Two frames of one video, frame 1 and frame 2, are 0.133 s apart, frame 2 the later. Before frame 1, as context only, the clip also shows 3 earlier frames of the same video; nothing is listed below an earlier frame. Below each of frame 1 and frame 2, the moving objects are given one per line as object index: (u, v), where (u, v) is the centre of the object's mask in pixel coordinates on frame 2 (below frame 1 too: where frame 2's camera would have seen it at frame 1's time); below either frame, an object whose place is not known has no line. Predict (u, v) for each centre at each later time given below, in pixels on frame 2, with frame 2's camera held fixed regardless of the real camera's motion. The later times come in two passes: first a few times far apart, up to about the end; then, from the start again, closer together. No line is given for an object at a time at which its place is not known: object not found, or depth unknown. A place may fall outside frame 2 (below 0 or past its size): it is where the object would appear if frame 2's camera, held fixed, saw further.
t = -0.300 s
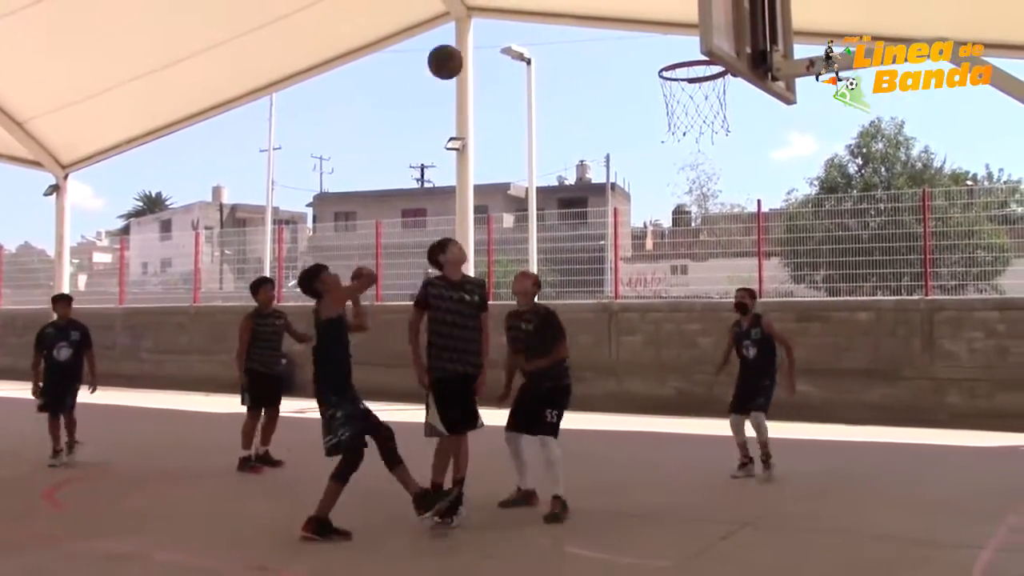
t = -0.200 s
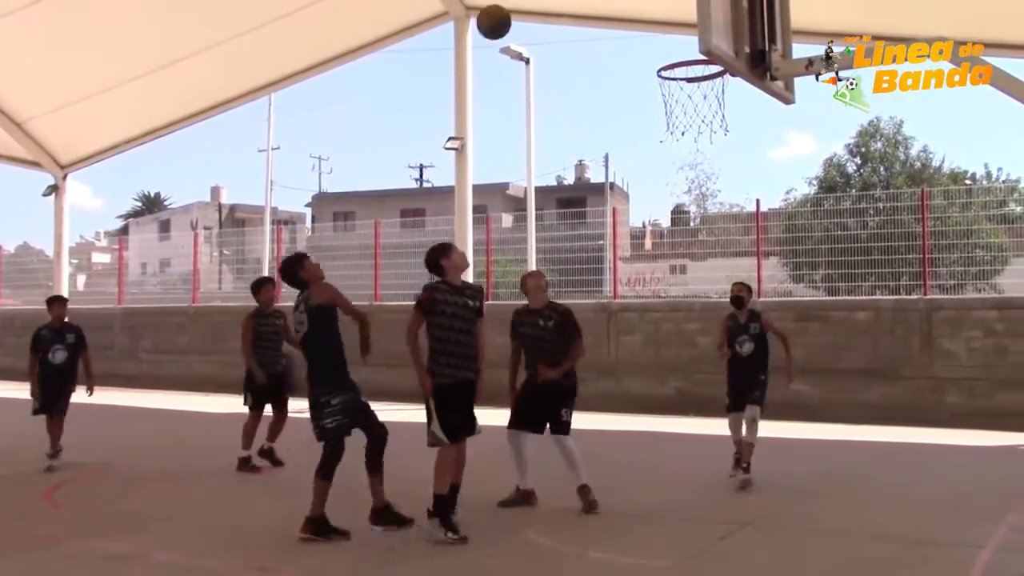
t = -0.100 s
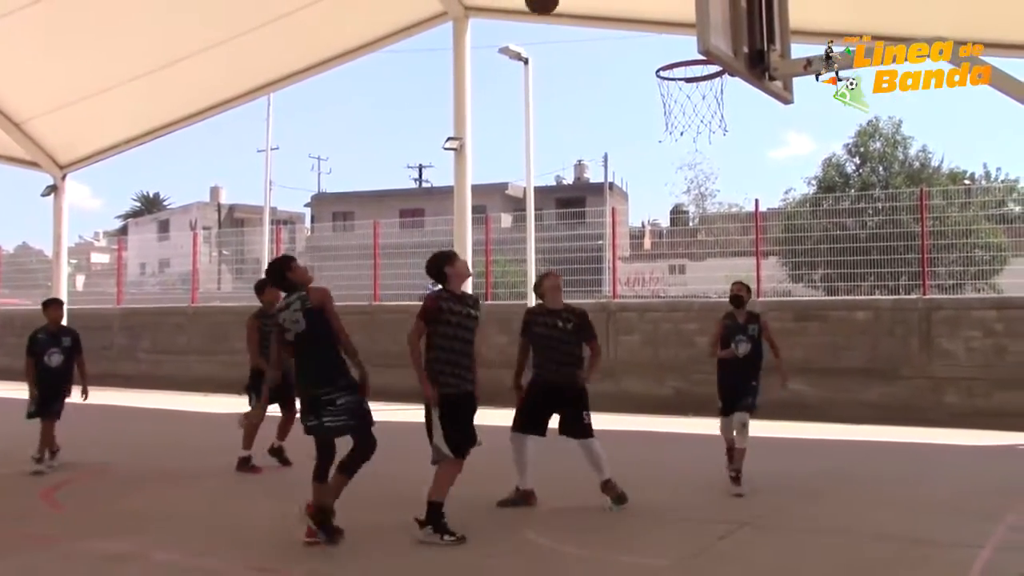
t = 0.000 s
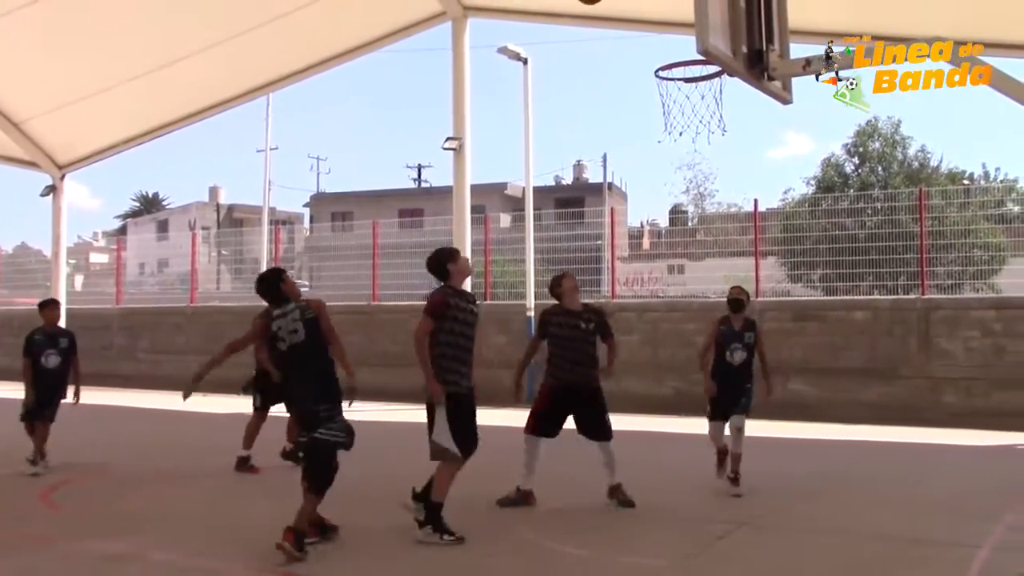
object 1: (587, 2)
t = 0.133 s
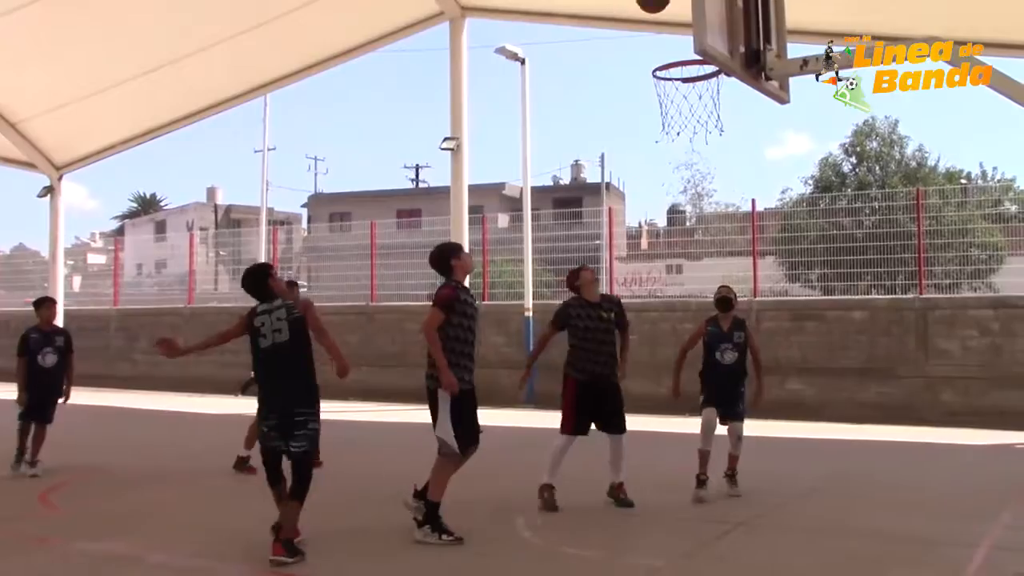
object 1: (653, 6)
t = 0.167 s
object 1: (669, 8)
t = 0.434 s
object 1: (673, 62)
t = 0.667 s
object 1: (689, 46)
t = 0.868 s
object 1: (683, 54)
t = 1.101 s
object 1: (700, 83)
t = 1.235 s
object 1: (725, 117)
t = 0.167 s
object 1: (669, 8)
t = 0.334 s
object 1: (697, 56)
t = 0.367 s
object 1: (690, 55)
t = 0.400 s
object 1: (683, 57)
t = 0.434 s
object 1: (673, 62)
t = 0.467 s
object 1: (669, 62)
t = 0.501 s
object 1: (674, 55)
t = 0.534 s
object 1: (679, 49)
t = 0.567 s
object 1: (682, 47)
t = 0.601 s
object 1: (684, 45)
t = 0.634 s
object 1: (686, 44)
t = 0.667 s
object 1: (689, 46)
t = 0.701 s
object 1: (692, 49)
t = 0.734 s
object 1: (700, 60)
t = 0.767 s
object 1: (695, 55)
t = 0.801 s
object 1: (690, 51)
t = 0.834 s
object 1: (686, 52)
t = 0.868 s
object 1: (683, 54)
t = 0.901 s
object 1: (680, 58)
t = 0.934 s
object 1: (674, 64)
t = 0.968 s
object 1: (671, 69)
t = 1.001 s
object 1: (678, 71)
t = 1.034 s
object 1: (685, 73)
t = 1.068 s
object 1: (692, 77)
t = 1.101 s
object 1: (700, 83)
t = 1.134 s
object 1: (707, 91)
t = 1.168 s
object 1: (714, 100)
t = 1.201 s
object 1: (720, 109)
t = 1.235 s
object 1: (725, 117)
